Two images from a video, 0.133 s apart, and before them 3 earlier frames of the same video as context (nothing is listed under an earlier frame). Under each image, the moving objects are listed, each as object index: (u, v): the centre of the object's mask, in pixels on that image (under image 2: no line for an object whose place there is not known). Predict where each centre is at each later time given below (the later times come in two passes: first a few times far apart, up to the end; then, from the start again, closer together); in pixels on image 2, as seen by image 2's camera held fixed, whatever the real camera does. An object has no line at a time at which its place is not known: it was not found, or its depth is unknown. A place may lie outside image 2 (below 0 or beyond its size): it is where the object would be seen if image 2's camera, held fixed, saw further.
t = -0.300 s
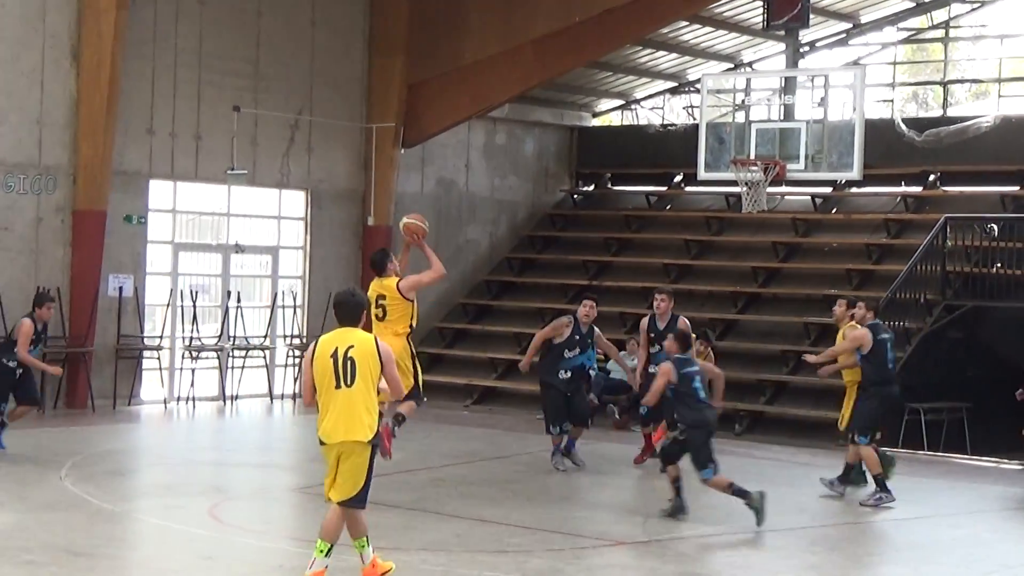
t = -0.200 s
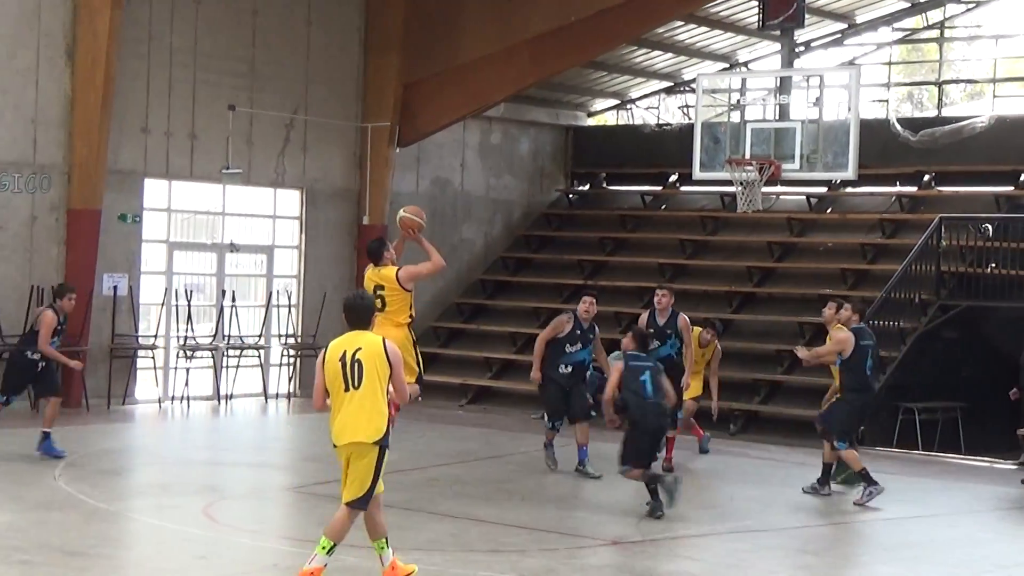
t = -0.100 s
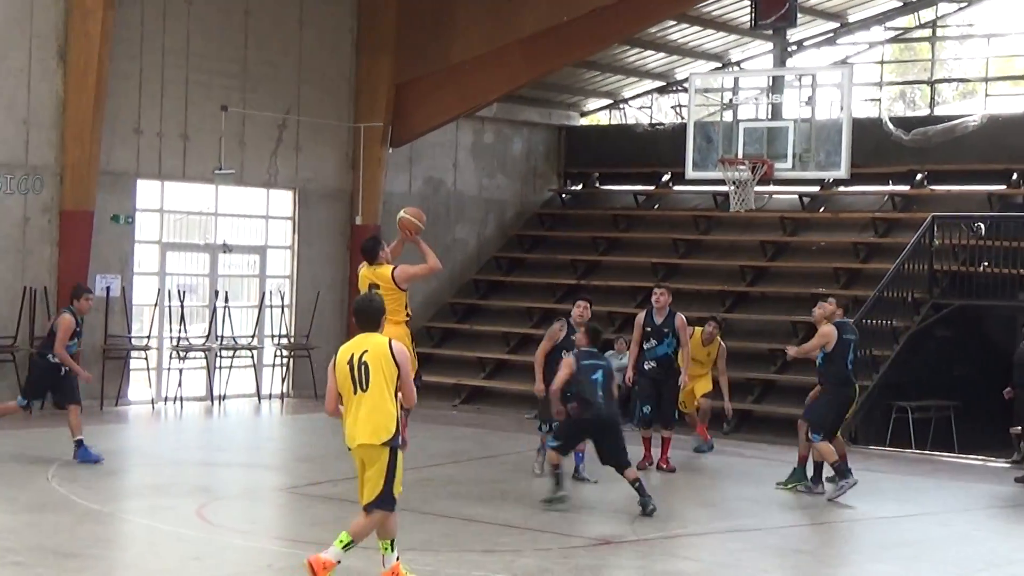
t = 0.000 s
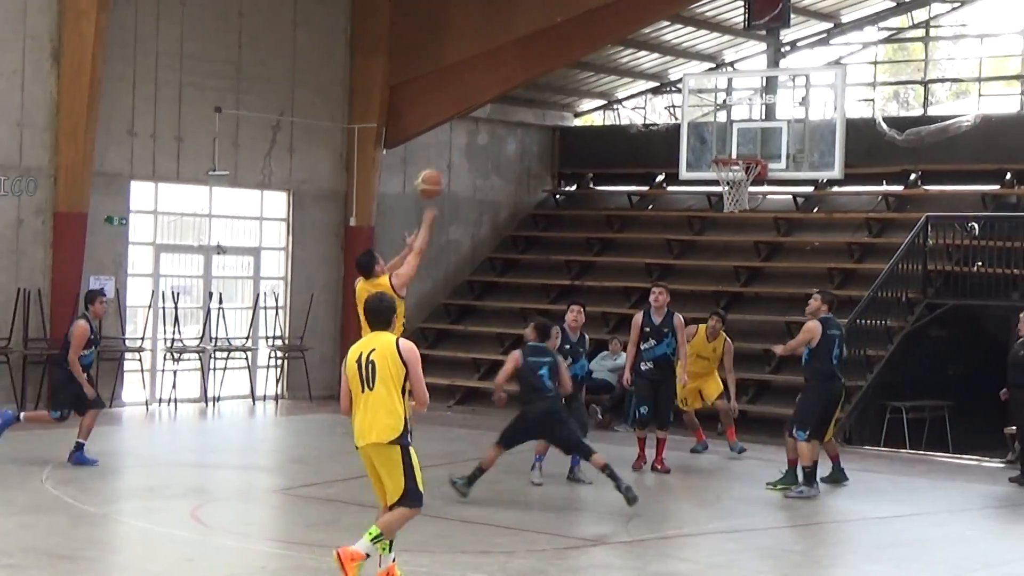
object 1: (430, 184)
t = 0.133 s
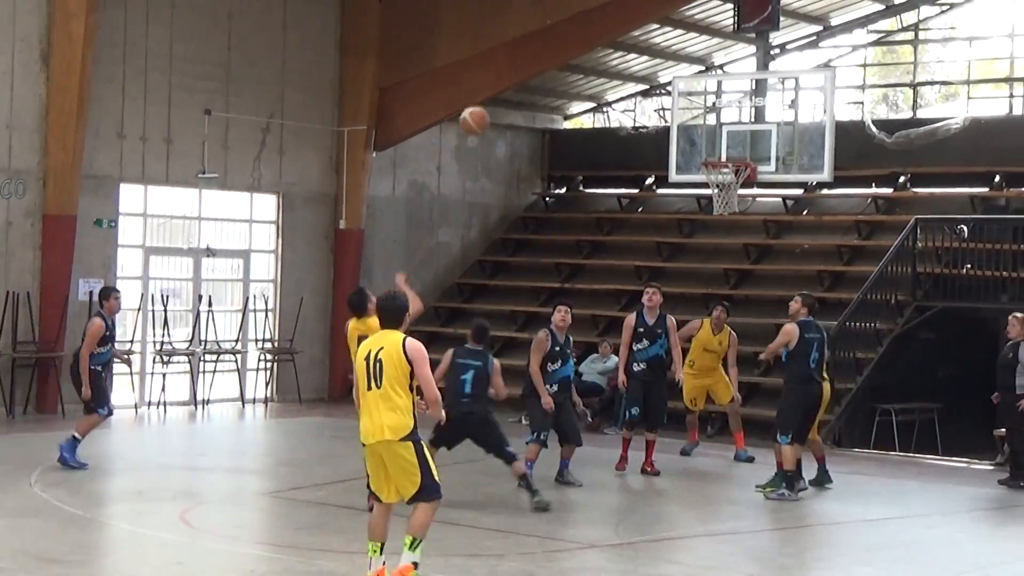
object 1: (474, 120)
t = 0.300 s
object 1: (539, 72)
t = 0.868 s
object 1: (715, 136)
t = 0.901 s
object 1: (724, 149)
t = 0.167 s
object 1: (488, 106)
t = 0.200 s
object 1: (501, 96)
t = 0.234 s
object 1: (514, 87)
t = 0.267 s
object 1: (527, 78)
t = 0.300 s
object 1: (539, 72)
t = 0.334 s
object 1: (551, 66)
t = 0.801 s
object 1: (697, 112)
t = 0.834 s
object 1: (706, 123)
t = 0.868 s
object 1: (715, 136)
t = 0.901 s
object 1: (724, 149)
